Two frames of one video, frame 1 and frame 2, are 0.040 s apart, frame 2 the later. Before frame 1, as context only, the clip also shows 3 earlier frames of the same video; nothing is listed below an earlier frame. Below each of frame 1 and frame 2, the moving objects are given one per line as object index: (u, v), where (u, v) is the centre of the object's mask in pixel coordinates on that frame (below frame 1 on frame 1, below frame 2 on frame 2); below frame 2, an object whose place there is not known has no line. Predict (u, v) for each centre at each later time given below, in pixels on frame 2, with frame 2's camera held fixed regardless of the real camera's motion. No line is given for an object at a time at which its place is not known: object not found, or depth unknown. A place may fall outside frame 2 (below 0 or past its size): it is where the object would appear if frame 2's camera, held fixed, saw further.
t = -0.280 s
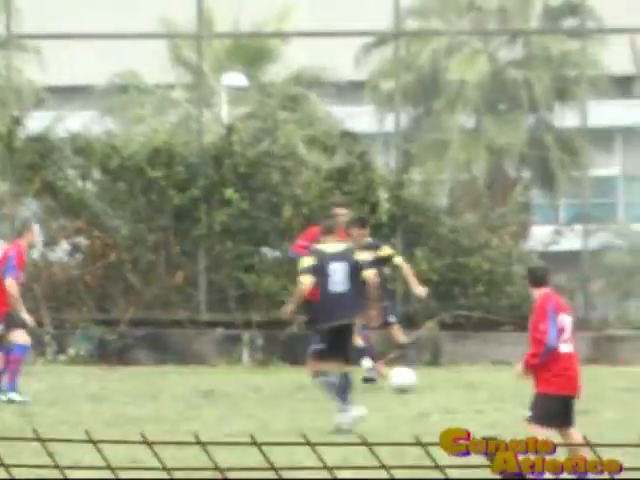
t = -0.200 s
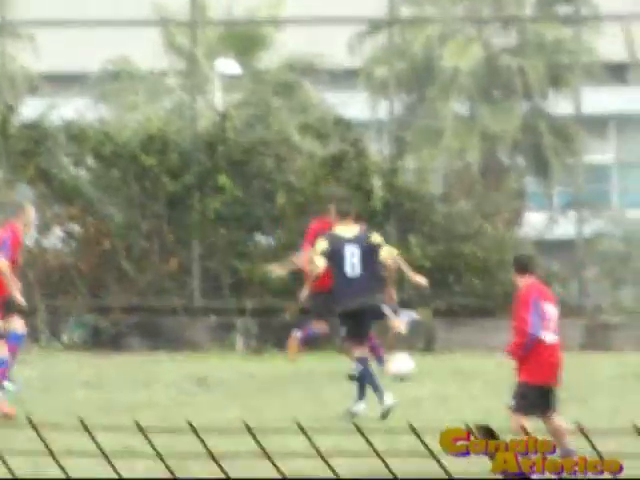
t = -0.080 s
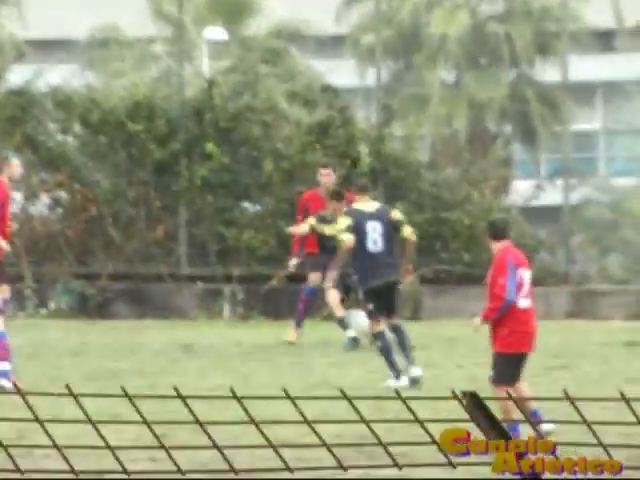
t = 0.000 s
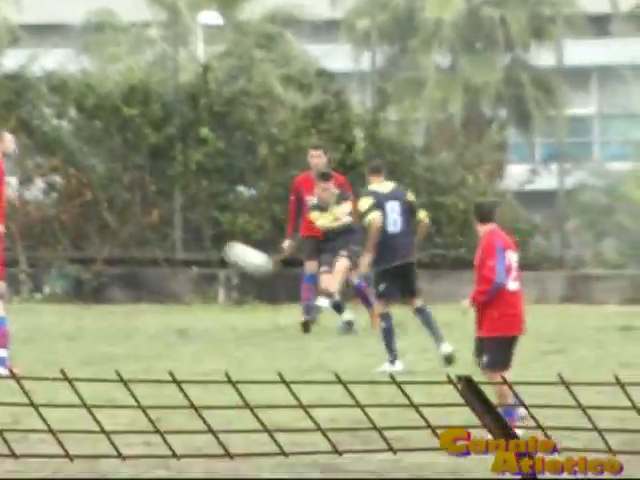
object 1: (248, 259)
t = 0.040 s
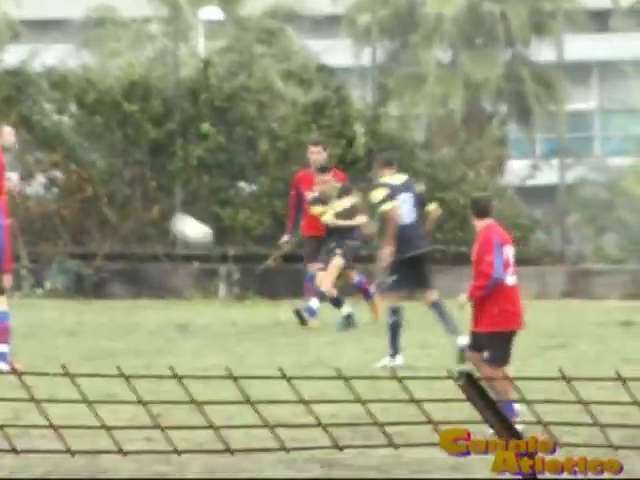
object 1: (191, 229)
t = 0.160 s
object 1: (21, 160)
